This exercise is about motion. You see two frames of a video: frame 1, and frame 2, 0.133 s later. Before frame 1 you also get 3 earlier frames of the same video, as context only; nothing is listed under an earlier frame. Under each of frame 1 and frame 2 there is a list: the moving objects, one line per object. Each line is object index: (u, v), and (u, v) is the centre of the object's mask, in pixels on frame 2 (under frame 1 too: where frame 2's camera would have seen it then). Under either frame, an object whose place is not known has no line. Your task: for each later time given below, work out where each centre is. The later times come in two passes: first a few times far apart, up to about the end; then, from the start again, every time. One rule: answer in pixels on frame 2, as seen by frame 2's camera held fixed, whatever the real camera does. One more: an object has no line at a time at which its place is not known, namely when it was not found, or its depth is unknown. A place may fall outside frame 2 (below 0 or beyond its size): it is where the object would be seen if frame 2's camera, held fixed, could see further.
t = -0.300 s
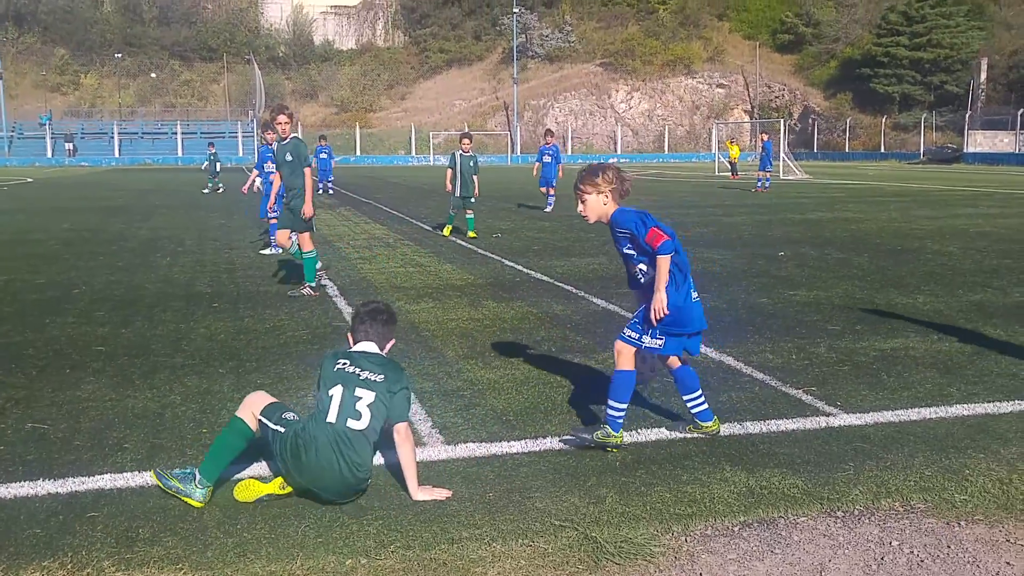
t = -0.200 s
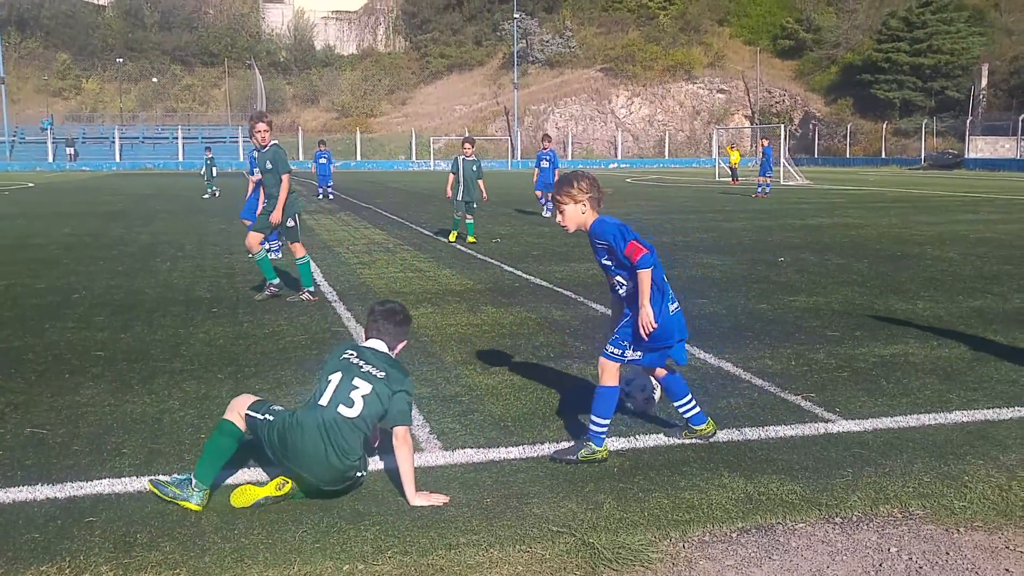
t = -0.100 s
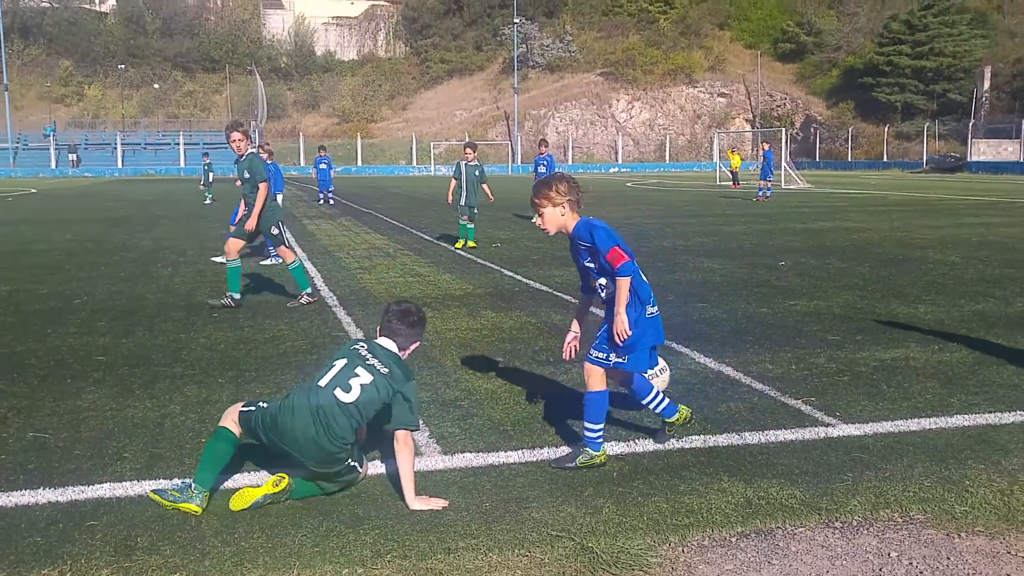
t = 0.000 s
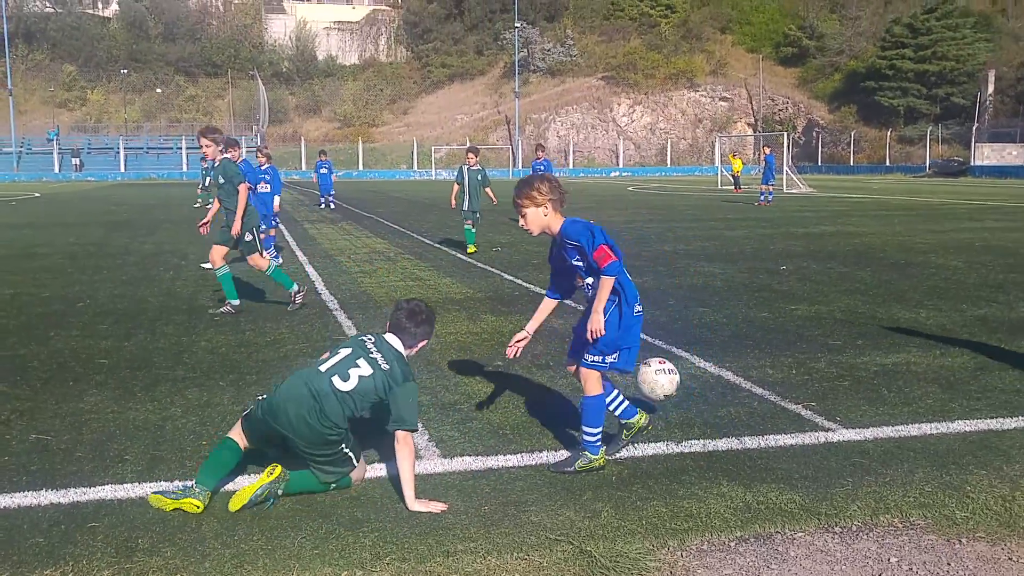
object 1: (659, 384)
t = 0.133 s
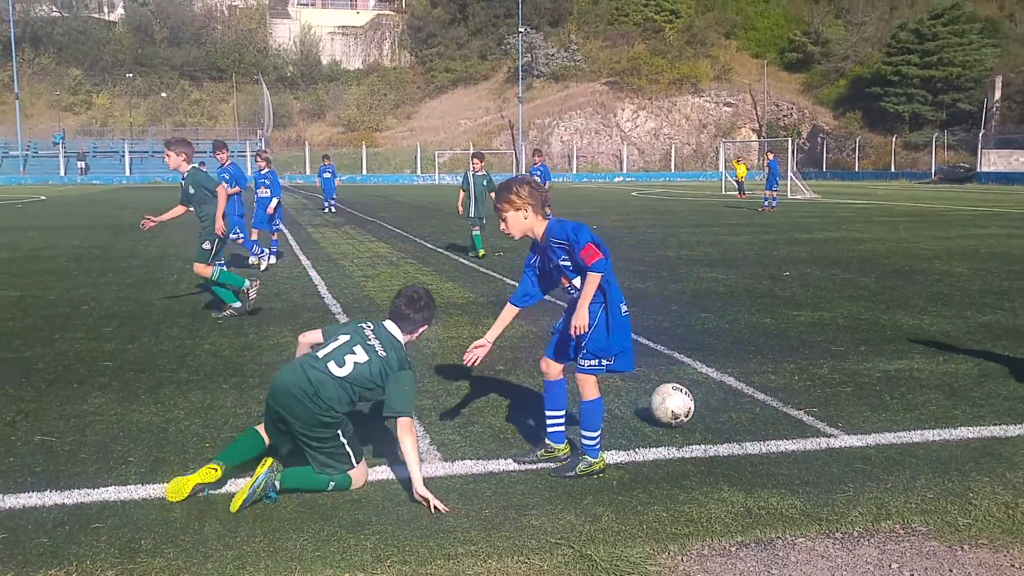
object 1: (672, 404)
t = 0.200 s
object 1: (677, 396)
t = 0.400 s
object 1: (695, 402)
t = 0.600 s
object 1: (718, 405)
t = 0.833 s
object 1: (744, 405)
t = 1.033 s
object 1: (763, 404)
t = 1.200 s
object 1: (779, 403)
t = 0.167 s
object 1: (674, 400)
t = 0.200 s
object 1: (677, 396)
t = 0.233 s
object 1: (680, 396)
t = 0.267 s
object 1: (682, 397)
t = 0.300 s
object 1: (684, 401)
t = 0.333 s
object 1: (688, 404)
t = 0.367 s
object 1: (692, 402)
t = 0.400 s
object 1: (695, 402)
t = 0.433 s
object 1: (699, 404)
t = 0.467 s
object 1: (702, 403)
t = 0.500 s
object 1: (706, 404)
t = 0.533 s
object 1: (710, 404)
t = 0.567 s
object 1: (714, 404)
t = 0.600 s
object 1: (718, 405)
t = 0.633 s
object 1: (722, 405)
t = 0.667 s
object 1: (726, 404)
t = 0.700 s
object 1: (729, 404)
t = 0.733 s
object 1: (733, 405)
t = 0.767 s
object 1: (737, 404)
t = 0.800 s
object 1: (740, 405)
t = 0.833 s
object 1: (744, 405)
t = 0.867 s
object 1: (748, 404)
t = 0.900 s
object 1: (751, 404)
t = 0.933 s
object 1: (754, 404)
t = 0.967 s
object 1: (757, 404)
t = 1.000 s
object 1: (760, 403)
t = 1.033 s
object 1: (763, 404)
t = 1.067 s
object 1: (766, 403)
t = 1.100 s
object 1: (769, 403)
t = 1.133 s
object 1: (773, 403)
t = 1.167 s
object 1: (776, 403)
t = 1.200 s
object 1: (779, 403)
